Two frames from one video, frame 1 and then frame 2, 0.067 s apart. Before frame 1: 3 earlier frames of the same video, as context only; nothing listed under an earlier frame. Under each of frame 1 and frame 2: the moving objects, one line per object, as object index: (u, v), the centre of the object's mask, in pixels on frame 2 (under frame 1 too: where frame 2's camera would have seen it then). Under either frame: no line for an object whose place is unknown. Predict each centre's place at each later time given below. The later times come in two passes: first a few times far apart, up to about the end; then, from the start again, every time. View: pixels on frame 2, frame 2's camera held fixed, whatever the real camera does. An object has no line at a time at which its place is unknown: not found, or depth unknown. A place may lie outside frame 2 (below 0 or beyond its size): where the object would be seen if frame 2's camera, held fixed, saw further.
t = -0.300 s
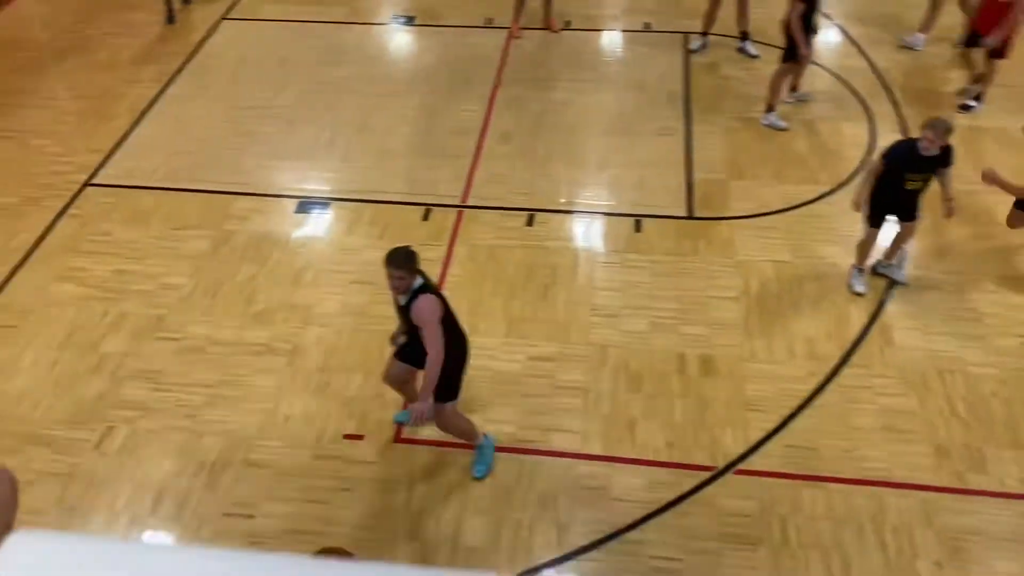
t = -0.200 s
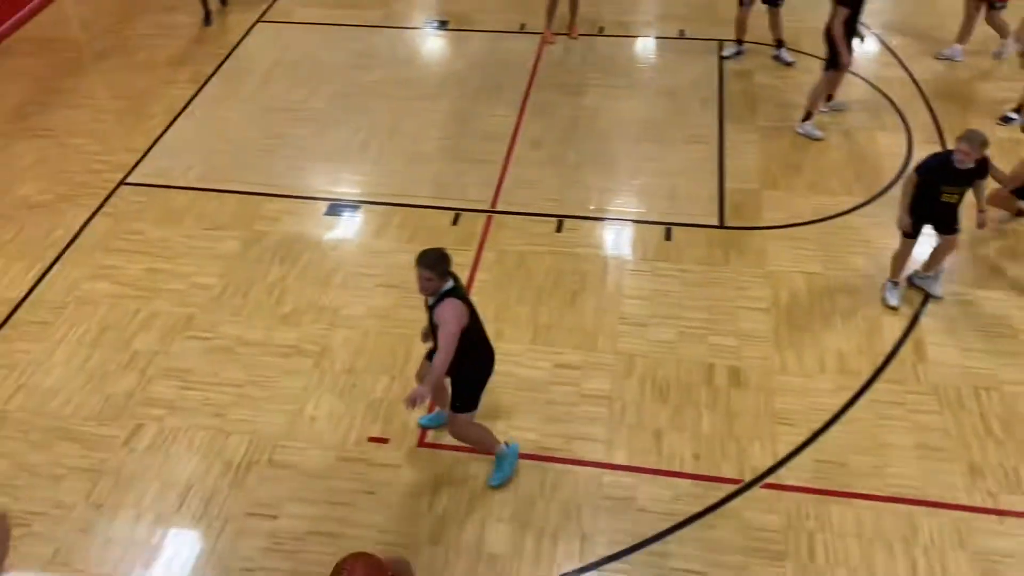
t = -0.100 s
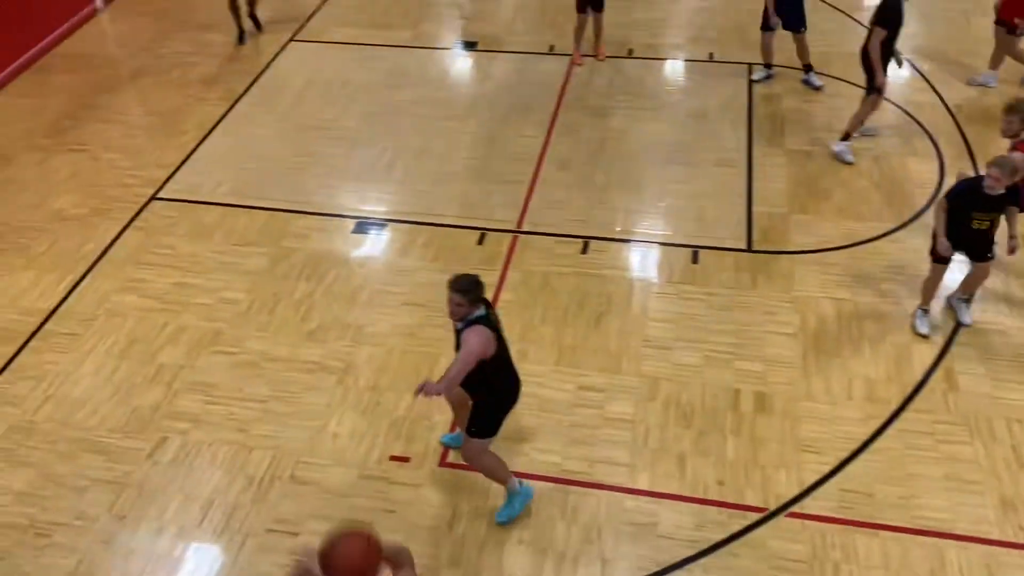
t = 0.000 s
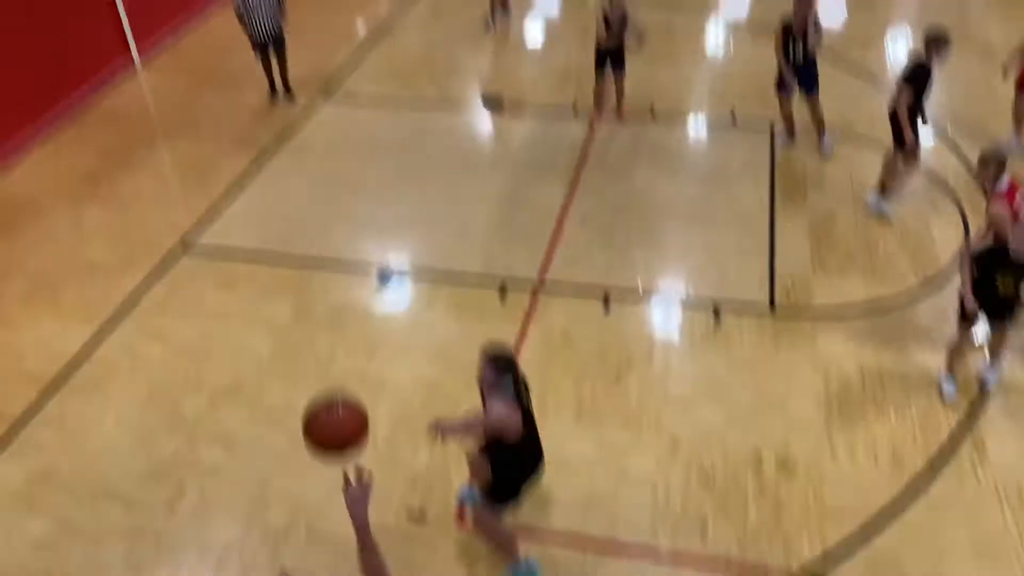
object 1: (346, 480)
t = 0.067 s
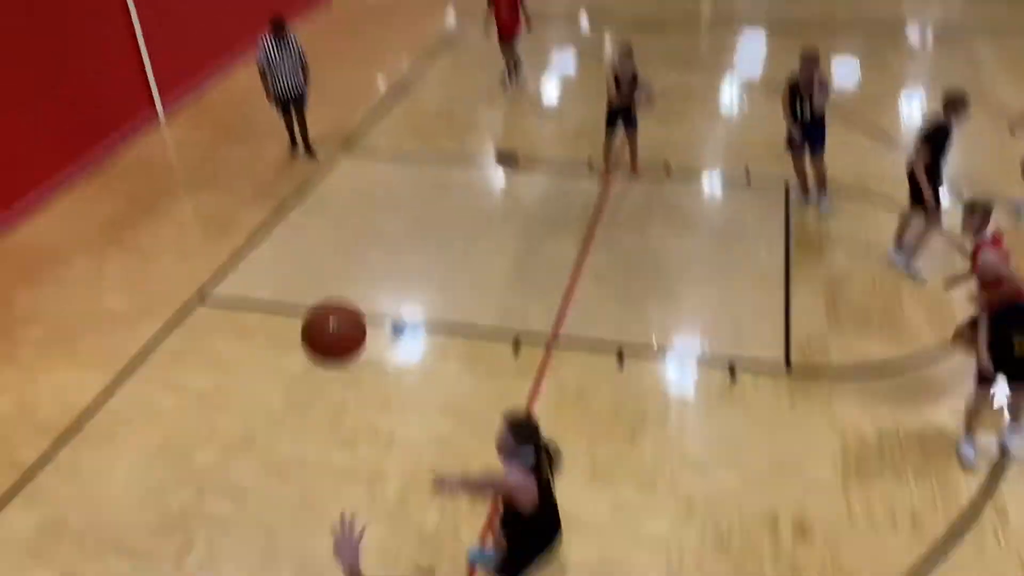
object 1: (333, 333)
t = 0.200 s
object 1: (317, 94)
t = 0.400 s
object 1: (306, -135)
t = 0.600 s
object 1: (312, -230)
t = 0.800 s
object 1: (327, -230)
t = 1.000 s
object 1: (346, -170)
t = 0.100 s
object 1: (329, 265)
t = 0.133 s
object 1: (324, 203)
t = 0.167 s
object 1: (320, 147)
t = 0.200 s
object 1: (317, 94)
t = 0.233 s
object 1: (314, 43)
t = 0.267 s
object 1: (311, 1)
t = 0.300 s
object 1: (310, -39)
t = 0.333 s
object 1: (308, -75)
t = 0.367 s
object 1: (307, -106)
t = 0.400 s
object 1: (306, -135)
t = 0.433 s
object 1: (306, -160)
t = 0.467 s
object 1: (306, -181)
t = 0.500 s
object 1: (308, -198)
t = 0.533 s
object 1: (308, -212)
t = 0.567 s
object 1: (310, -223)
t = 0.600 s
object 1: (312, -230)
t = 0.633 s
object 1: (314, -236)
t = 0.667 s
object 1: (317, -239)
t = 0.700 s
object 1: (318, -239)
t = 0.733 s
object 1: (318, -239)
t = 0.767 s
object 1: (324, -235)
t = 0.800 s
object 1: (327, -230)
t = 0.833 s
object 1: (329, -223)
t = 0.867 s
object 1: (333, -214)
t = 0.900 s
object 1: (336, -206)
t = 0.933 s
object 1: (339, -195)
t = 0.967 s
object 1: (342, -183)
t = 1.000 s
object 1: (346, -170)
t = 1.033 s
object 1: (349, -156)
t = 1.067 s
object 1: (352, -141)
